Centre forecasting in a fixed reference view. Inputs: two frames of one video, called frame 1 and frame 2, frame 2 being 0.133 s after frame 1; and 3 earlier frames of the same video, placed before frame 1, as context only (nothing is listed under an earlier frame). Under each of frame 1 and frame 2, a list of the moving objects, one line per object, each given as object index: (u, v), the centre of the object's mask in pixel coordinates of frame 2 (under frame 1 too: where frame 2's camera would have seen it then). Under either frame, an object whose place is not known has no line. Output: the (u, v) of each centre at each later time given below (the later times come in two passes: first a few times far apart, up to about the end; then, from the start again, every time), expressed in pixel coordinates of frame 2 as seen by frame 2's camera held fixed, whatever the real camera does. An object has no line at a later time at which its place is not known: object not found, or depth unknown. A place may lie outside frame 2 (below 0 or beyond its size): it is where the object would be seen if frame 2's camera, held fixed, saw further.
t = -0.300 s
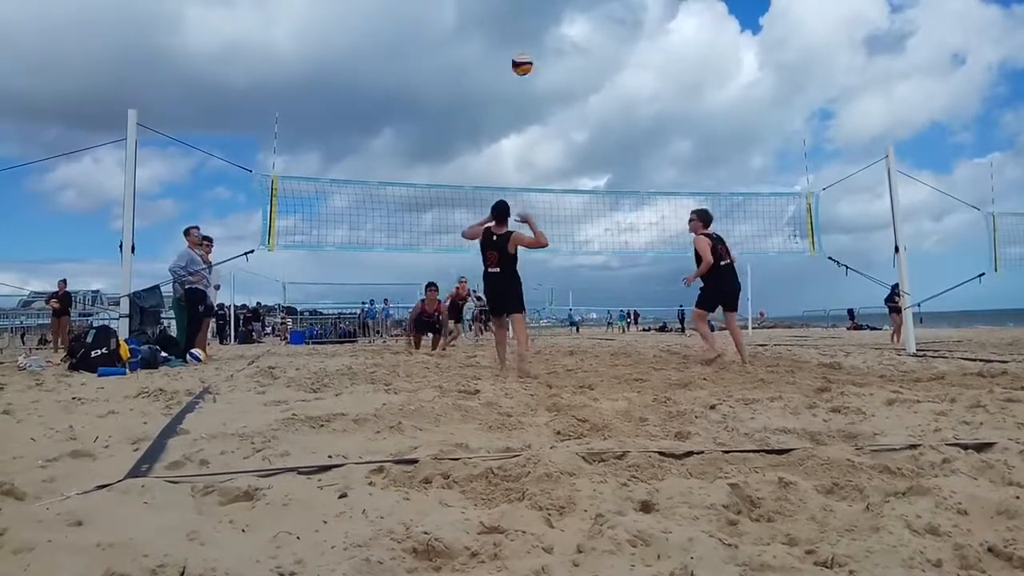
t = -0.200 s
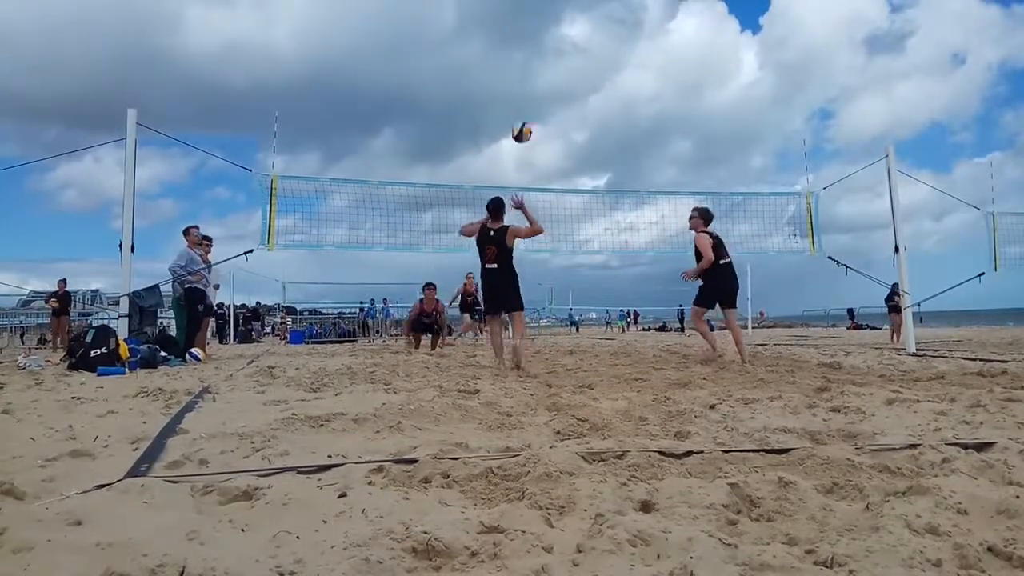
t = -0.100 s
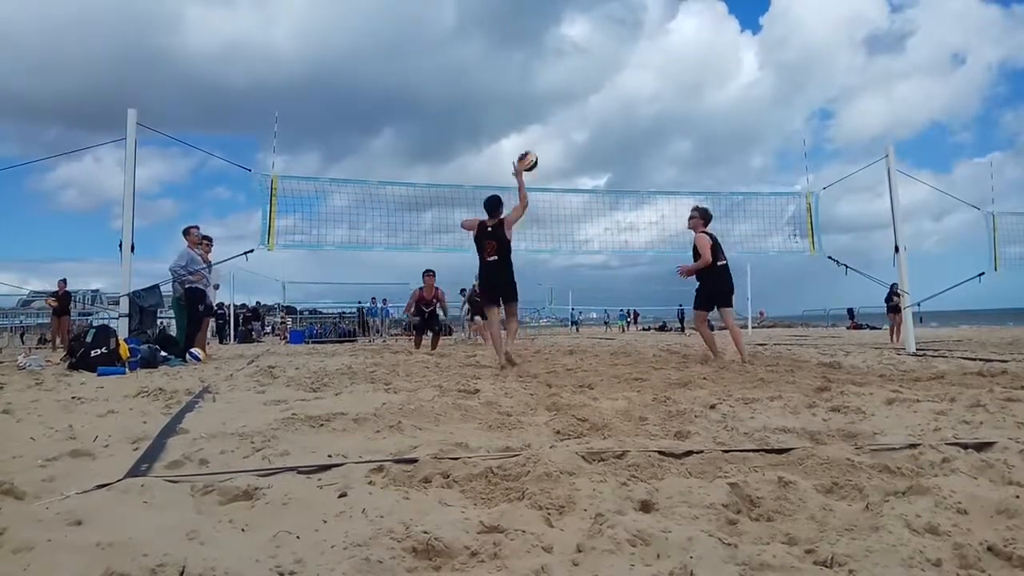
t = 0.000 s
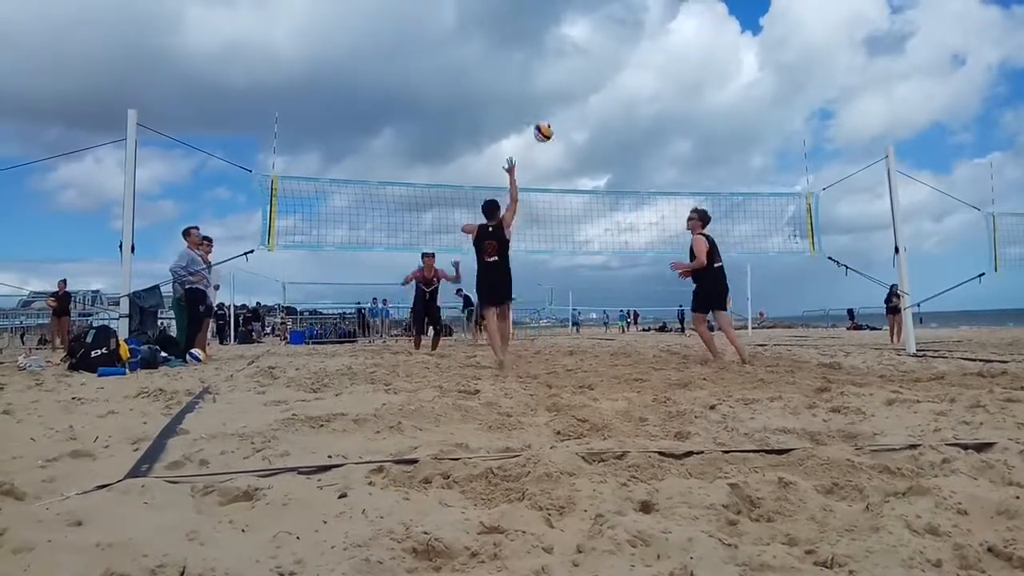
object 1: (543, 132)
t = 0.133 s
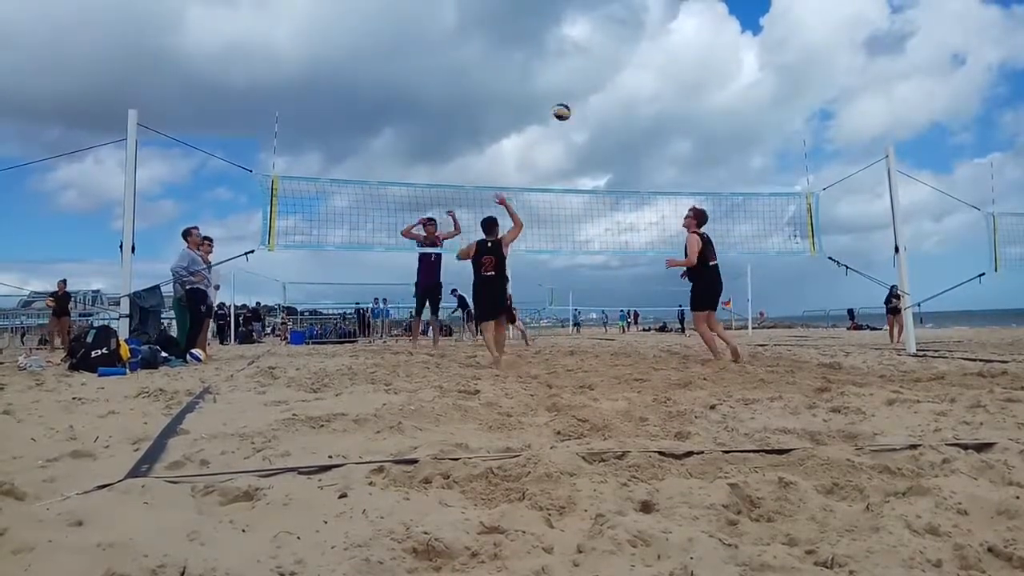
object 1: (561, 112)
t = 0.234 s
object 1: (575, 108)
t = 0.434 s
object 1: (598, 123)
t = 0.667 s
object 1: (620, 170)
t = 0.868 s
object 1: (638, 228)
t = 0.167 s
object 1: (566, 110)
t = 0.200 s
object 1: (571, 108)
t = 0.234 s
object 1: (575, 108)
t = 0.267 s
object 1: (579, 107)
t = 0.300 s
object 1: (583, 110)
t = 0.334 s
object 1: (587, 112)
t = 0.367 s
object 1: (591, 114)
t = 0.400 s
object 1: (595, 119)
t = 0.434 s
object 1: (598, 123)
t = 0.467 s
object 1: (601, 129)
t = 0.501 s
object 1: (605, 134)
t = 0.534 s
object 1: (608, 140)
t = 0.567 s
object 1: (611, 145)
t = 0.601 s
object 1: (615, 154)
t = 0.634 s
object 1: (618, 162)
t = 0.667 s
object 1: (620, 170)
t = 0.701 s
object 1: (624, 178)
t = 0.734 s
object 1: (628, 186)
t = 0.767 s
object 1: (630, 199)
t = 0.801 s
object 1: (633, 206)
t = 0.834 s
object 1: (635, 218)
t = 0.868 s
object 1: (638, 228)
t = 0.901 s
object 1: (641, 238)
